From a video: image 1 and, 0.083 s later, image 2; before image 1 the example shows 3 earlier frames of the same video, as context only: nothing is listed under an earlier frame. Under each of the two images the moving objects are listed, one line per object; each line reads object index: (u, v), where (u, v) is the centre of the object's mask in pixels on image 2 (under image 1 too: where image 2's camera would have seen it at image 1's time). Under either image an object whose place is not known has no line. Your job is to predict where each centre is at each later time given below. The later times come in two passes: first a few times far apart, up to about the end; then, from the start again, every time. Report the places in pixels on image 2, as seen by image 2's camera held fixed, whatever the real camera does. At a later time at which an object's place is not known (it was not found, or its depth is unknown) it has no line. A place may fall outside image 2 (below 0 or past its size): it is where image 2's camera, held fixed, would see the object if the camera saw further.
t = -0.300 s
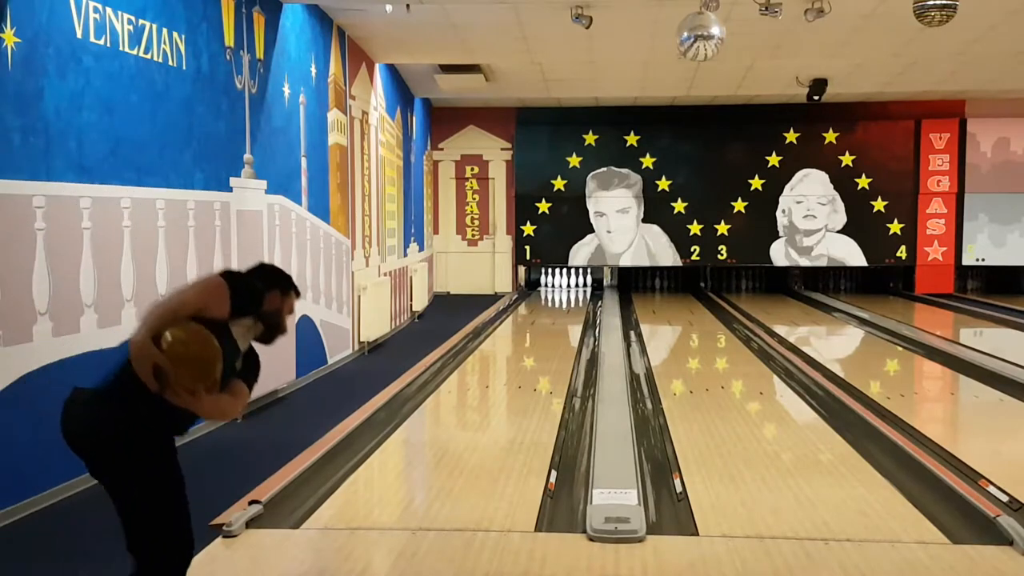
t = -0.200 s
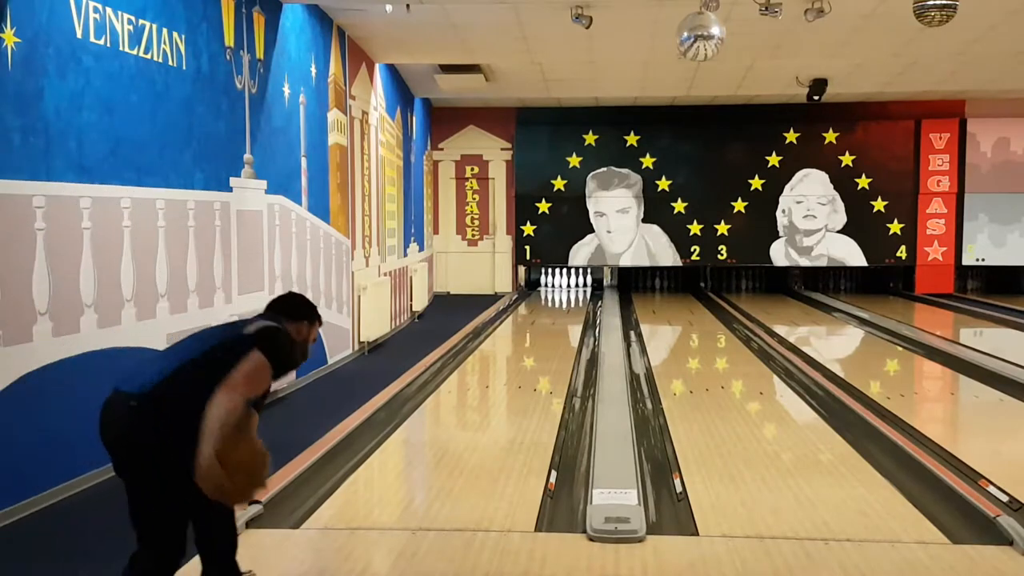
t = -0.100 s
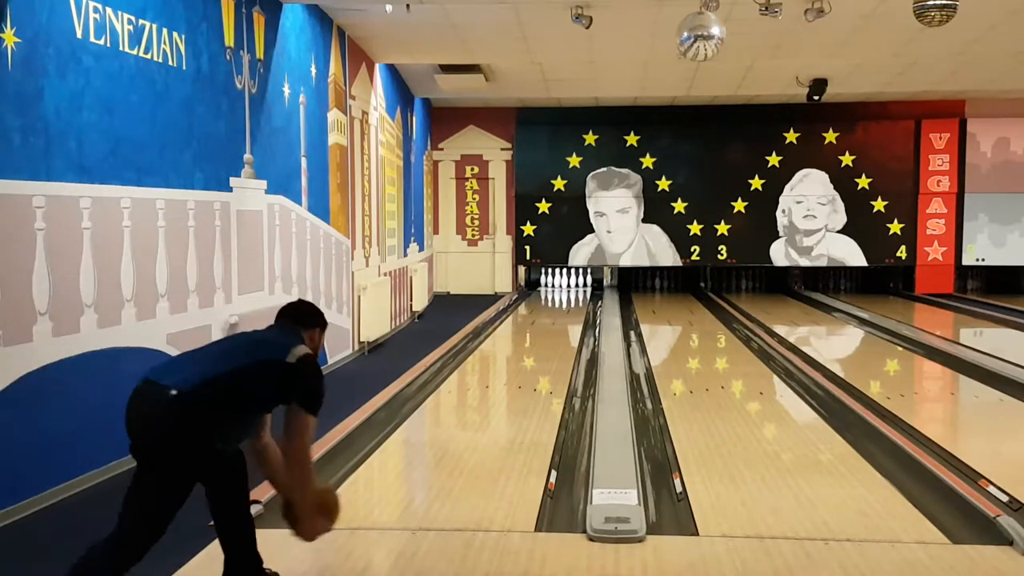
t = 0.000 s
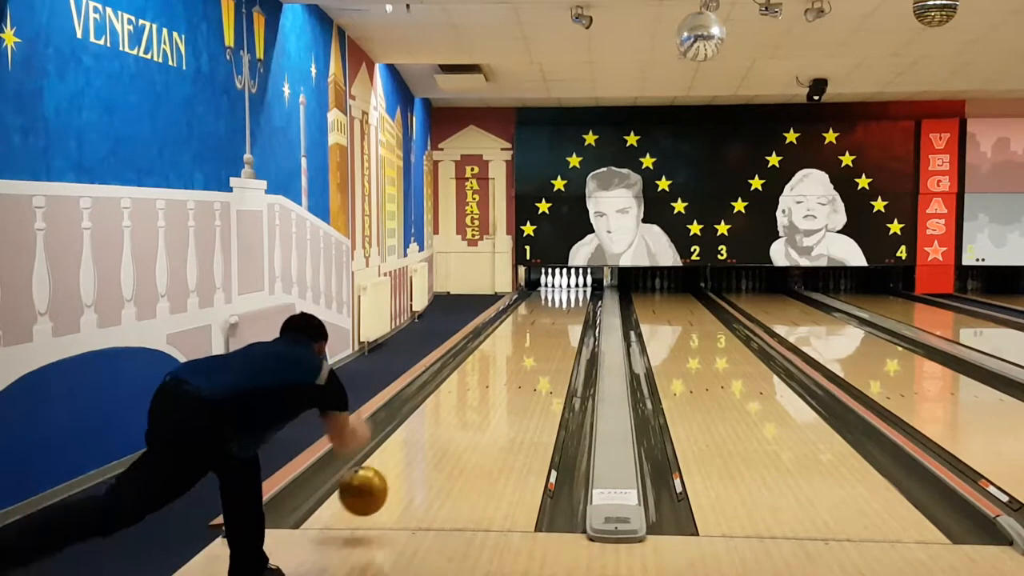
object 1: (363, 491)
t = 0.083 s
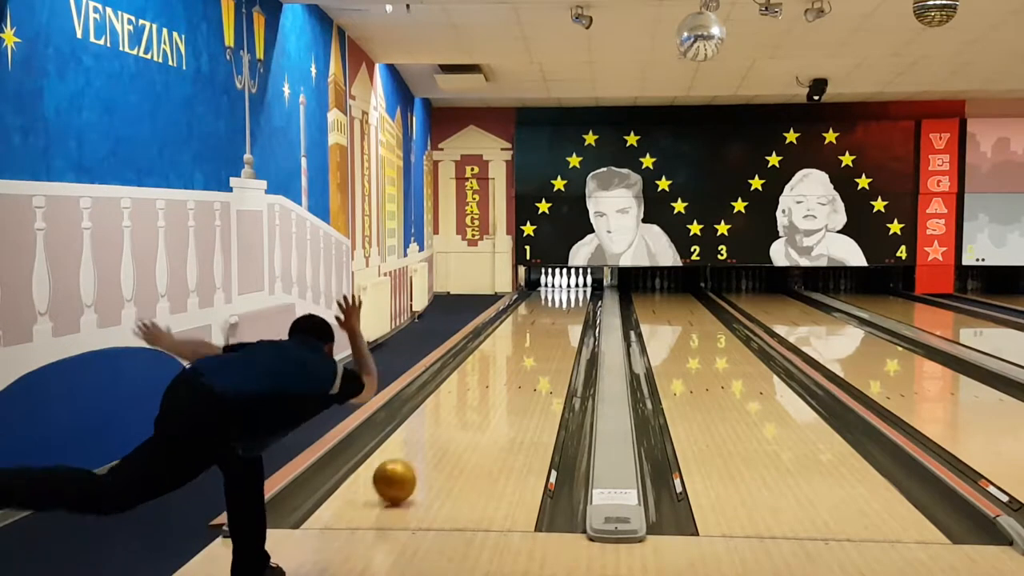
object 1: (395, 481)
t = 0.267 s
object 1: (443, 432)
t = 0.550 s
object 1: (490, 384)
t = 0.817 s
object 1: (517, 356)
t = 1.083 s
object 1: (536, 336)
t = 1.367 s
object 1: (550, 320)
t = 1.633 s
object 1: (560, 308)
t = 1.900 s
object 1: (565, 299)
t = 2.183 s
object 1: (567, 291)
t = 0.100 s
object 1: (400, 474)
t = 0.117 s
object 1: (405, 468)
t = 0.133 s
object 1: (410, 463)
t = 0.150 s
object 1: (414, 458)
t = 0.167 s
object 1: (419, 455)
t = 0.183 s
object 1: (424, 452)
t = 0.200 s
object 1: (428, 447)
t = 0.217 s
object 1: (432, 443)
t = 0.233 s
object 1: (436, 440)
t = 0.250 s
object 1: (440, 436)
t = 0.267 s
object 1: (443, 432)
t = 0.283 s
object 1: (446, 428)
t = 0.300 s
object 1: (450, 425)
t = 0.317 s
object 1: (453, 421)
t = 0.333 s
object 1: (457, 418)
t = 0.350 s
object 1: (460, 415)
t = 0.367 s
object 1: (463, 412)
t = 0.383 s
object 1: (465, 409)
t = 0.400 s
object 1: (468, 406)
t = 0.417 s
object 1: (471, 403)
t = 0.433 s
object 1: (474, 401)
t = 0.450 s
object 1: (476, 398)
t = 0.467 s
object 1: (479, 395)
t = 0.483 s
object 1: (481, 393)
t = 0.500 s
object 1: (483, 391)
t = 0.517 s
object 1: (485, 388)
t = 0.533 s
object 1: (488, 386)
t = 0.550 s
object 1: (490, 384)
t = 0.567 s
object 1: (492, 382)
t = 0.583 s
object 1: (494, 379)
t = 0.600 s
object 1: (496, 377)
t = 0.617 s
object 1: (498, 375)
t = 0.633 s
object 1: (500, 373)
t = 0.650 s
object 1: (502, 371)
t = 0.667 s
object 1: (504, 370)
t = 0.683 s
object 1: (505, 368)
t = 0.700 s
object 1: (507, 366)
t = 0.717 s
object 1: (509, 365)
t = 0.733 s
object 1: (510, 363)
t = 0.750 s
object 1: (511, 361)
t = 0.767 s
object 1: (513, 360)
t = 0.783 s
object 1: (514, 358)
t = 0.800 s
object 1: (516, 357)
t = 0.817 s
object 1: (517, 356)
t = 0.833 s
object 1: (518, 354)
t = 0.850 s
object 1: (520, 353)
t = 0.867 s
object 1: (521, 352)
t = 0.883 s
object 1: (522, 350)
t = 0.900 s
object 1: (524, 348)
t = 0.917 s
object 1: (525, 347)
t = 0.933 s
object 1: (526, 346)
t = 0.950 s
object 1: (527, 345)
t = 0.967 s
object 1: (528, 344)
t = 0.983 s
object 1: (529, 343)
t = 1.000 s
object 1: (531, 342)
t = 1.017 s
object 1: (532, 341)
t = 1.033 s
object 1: (533, 339)
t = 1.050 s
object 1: (534, 338)
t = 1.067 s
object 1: (535, 337)
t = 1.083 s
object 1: (536, 336)
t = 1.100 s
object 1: (536, 335)
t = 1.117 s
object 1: (537, 334)
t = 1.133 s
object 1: (538, 332)
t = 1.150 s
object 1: (538, 332)
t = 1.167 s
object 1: (540, 331)
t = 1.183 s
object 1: (541, 329)
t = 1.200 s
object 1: (542, 328)
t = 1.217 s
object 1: (543, 328)
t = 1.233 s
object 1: (543, 327)
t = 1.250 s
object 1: (544, 326)
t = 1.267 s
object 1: (545, 325)
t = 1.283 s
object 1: (546, 324)
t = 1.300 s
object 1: (547, 323)
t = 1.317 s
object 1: (547, 322)
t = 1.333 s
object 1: (548, 322)
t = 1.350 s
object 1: (549, 321)
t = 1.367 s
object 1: (550, 320)
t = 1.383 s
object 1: (550, 319)
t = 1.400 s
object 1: (551, 319)
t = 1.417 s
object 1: (552, 318)
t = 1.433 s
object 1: (553, 317)
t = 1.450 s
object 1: (553, 316)
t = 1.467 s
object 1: (554, 315)
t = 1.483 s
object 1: (554, 314)
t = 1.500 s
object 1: (555, 313)
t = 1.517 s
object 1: (555, 313)
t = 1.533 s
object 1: (556, 312)
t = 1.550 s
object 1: (556, 311)
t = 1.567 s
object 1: (557, 311)
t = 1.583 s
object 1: (557, 310)
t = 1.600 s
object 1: (558, 309)
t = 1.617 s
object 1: (559, 309)
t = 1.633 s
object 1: (560, 308)
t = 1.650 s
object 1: (561, 307)
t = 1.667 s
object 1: (561, 307)
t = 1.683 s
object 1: (561, 306)
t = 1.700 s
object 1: (561, 305)
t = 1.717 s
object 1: (562, 305)
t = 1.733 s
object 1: (562, 304)
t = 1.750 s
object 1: (562, 304)
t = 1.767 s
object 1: (563, 303)
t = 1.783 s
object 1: (563, 303)
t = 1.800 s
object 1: (563, 302)
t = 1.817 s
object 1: (564, 301)
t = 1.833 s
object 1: (564, 301)
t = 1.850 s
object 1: (564, 301)
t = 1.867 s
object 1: (565, 300)
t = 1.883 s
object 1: (565, 299)
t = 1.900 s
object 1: (565, 299)
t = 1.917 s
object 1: (565, 299)
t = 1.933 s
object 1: (566, 298)
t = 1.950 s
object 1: (566, 298)
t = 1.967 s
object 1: (566, 297)
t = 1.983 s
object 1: (566, 296)
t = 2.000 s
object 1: (566, 296)
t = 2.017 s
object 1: (566, 295)
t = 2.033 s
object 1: (567, 295)
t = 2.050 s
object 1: (567, 295)
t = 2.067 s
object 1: (567, 294)
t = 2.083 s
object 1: (567, 294)
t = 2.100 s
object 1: (567, 293)
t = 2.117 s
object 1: (567, 293)
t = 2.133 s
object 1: (567, 292)
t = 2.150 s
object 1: (567, 292)
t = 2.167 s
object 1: (567, 292)
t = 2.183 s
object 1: (567, 291)
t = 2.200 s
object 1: (567, 291)
